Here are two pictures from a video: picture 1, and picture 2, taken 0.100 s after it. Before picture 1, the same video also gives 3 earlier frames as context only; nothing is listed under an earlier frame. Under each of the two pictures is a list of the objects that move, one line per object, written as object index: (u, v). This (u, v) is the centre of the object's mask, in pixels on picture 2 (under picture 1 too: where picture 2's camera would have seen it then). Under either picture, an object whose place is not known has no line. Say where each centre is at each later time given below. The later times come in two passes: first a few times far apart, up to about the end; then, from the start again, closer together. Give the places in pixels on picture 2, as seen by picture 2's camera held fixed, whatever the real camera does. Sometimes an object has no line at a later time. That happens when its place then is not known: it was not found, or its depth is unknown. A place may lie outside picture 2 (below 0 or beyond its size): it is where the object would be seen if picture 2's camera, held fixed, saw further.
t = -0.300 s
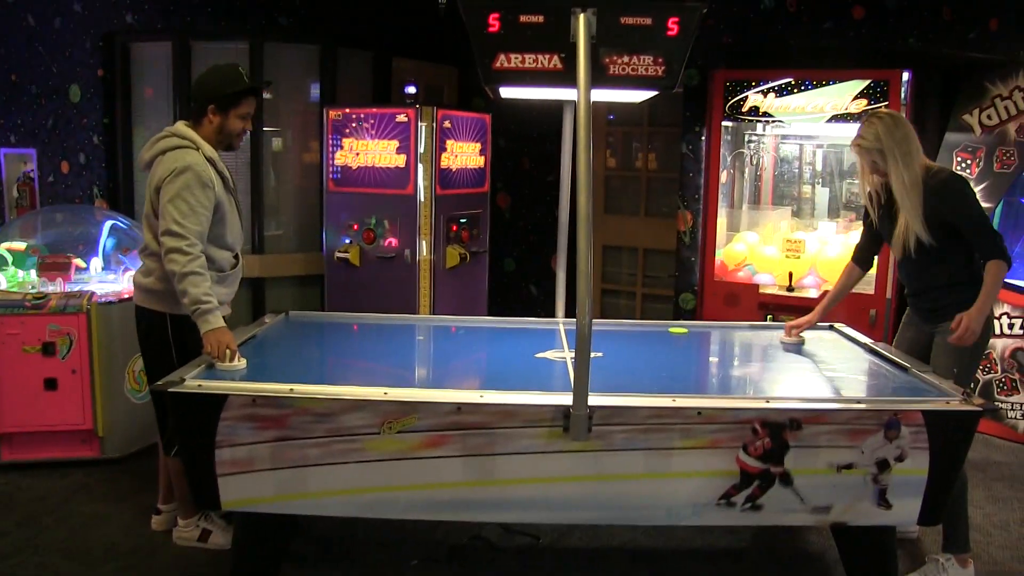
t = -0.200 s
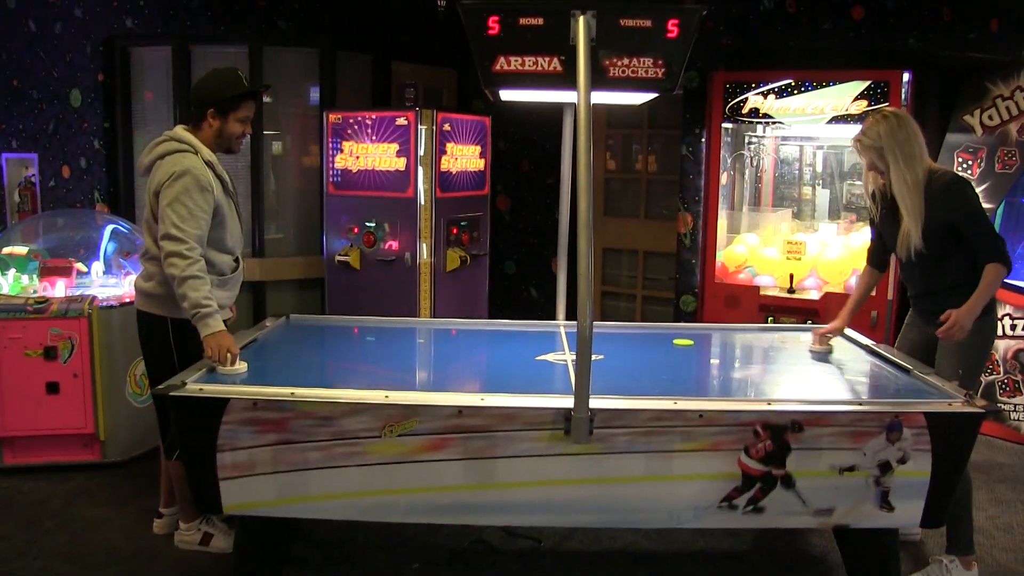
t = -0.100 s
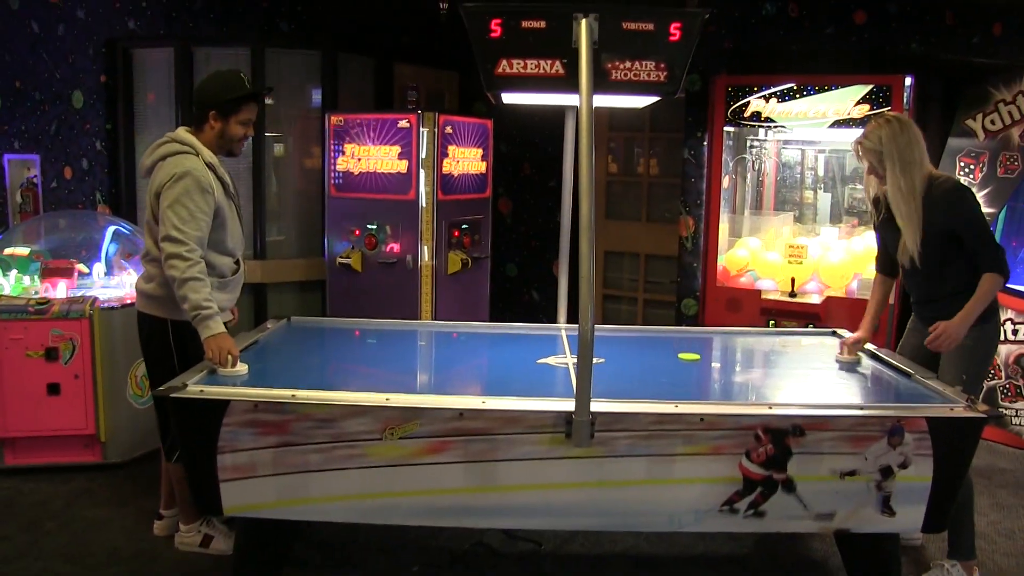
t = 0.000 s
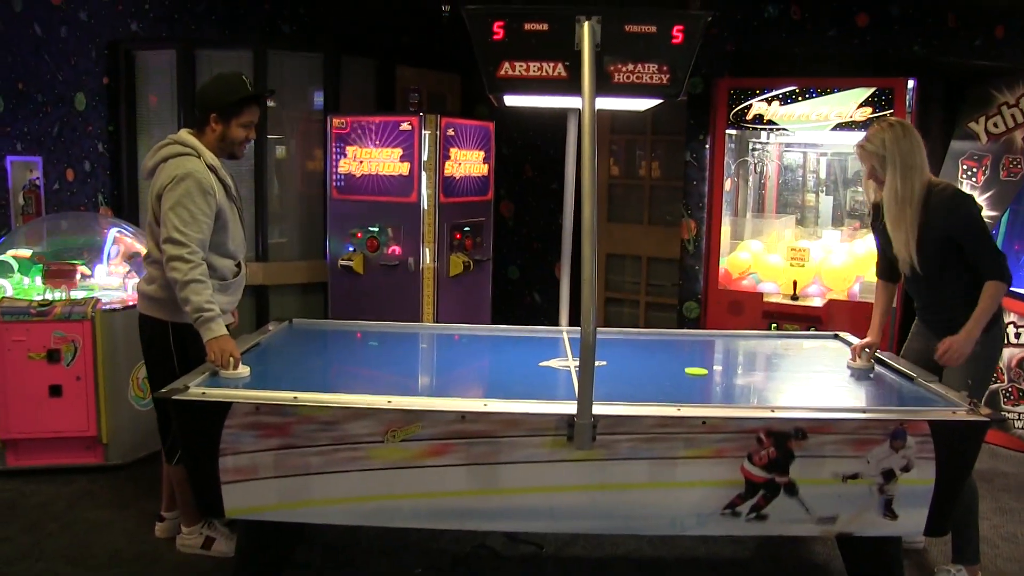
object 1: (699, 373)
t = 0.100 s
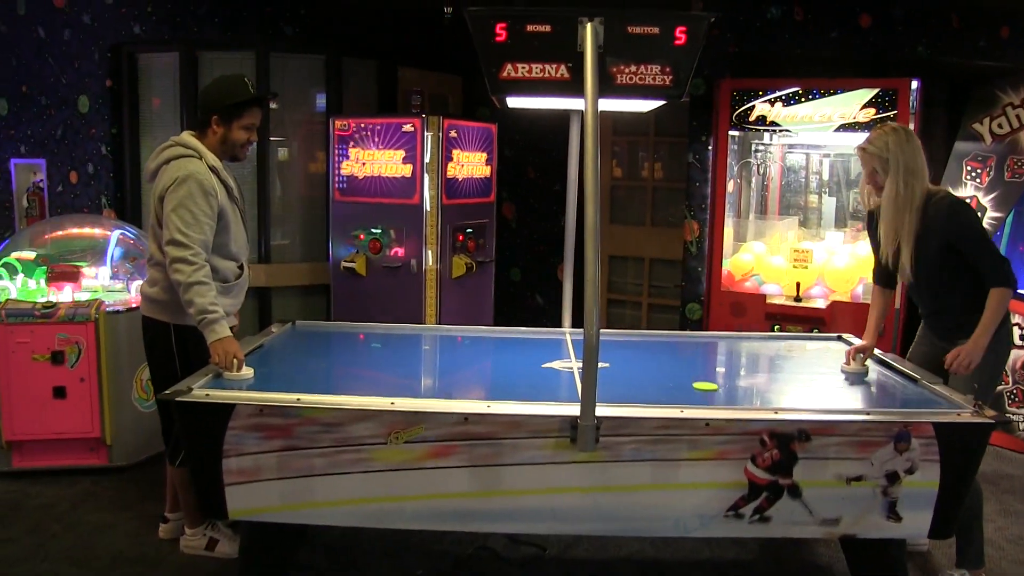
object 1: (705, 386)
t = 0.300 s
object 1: (705, 399)
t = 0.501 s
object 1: (681, 376)
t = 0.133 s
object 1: (707, 391)
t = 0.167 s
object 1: (709, 396)
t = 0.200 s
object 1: (711, 401)
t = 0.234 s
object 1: (712, 404)
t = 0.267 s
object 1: (709, 403)
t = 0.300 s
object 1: (705, 399)
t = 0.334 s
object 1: (701, 395)
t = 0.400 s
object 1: (692, 387)
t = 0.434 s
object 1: (688, 383)
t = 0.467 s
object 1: (685, 380)
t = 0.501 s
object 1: (681, 376)
